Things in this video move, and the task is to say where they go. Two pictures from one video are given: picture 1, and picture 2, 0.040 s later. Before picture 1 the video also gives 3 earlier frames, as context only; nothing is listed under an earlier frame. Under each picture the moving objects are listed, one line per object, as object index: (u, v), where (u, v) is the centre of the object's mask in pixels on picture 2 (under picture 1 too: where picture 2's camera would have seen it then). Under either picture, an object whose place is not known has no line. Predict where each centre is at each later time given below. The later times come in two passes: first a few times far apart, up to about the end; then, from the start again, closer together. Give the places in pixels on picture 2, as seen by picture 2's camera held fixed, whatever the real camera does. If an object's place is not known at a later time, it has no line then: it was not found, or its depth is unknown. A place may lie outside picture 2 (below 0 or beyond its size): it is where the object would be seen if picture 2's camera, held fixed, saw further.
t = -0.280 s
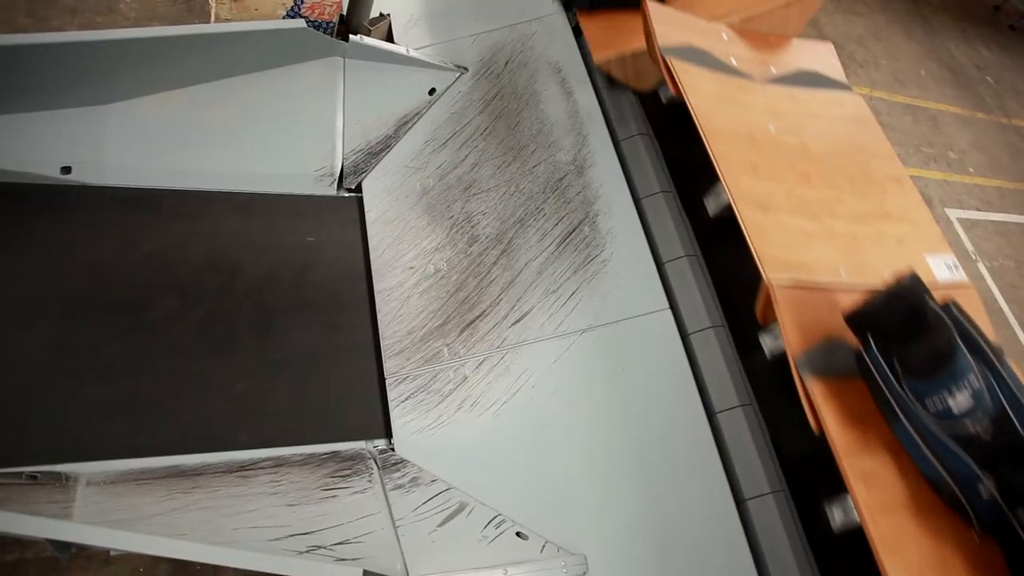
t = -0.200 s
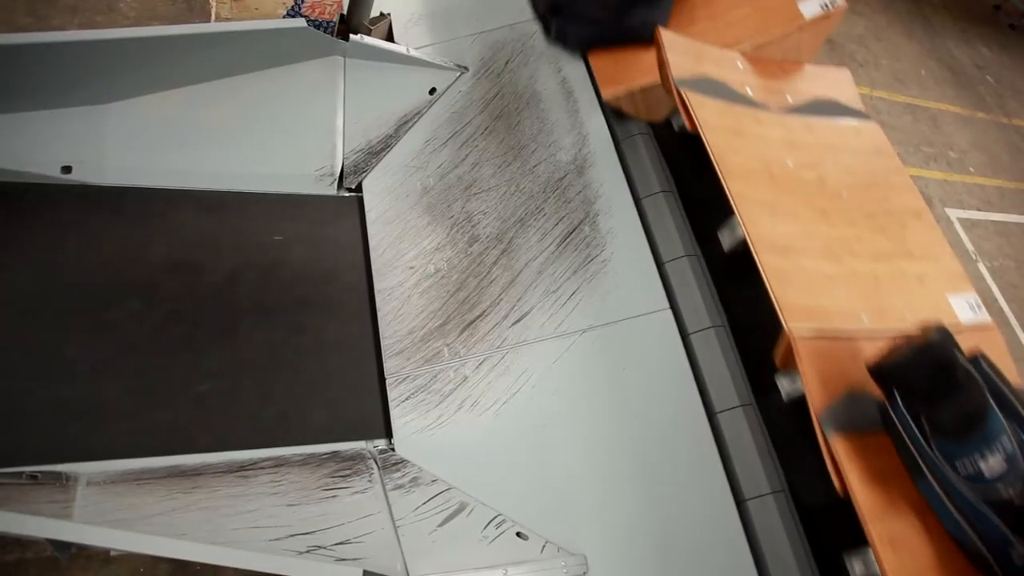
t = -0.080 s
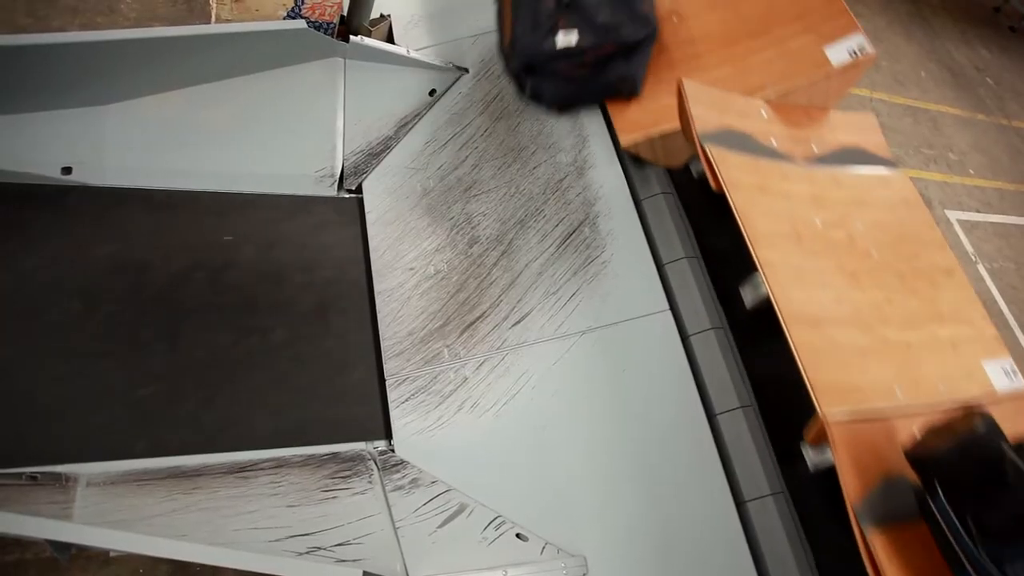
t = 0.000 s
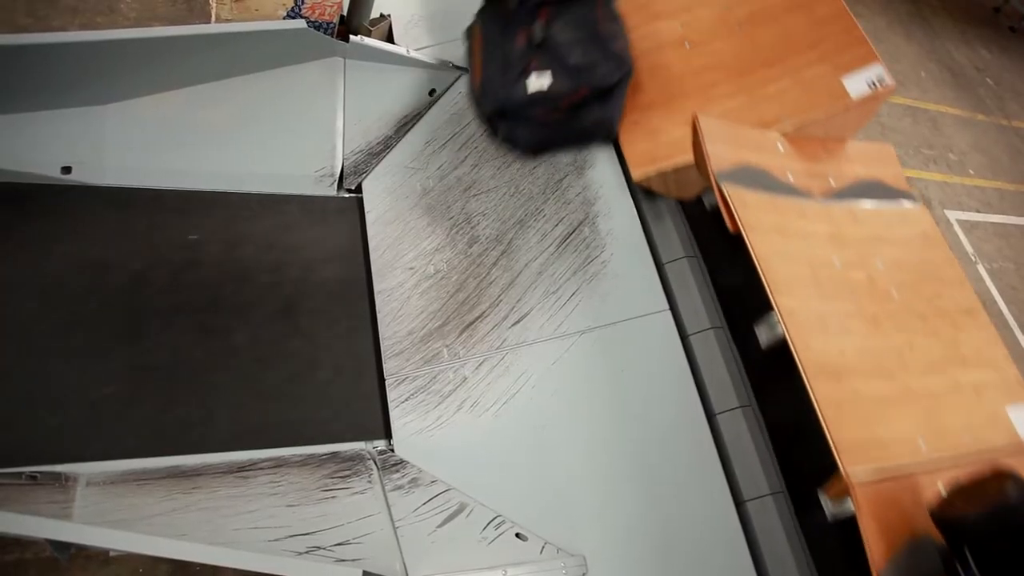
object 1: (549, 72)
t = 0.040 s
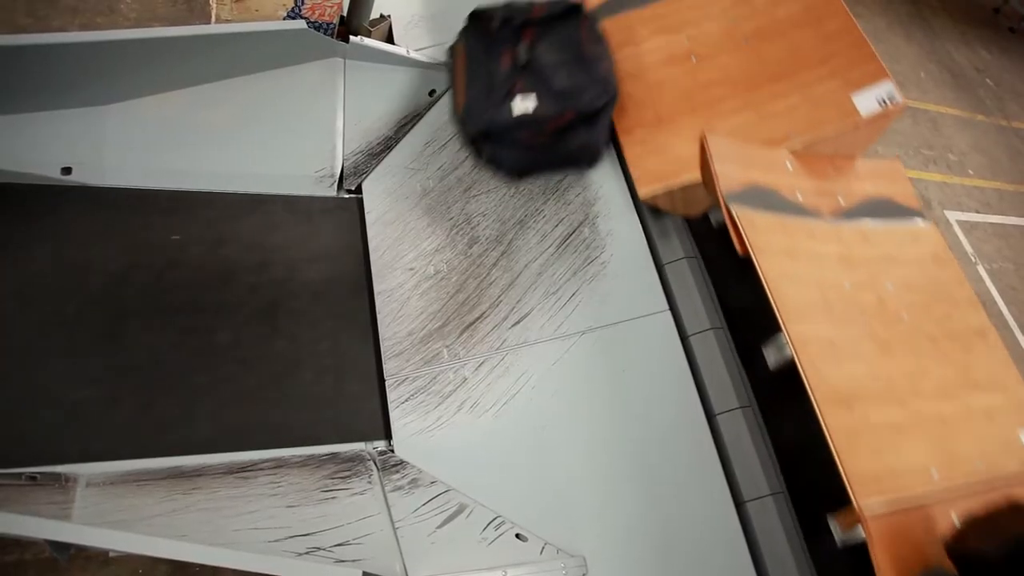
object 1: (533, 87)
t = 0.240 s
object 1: (426, 194)
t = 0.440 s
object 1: (302, 291)
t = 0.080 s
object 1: (516, 107)
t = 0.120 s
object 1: (496, 128)
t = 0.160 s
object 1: (475, 149)
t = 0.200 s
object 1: (451, 171)
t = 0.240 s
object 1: (426, 194)
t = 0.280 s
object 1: (400, 219)
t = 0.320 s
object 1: (373, 240)
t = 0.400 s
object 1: (327, 275)
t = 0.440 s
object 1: (302, 291)
